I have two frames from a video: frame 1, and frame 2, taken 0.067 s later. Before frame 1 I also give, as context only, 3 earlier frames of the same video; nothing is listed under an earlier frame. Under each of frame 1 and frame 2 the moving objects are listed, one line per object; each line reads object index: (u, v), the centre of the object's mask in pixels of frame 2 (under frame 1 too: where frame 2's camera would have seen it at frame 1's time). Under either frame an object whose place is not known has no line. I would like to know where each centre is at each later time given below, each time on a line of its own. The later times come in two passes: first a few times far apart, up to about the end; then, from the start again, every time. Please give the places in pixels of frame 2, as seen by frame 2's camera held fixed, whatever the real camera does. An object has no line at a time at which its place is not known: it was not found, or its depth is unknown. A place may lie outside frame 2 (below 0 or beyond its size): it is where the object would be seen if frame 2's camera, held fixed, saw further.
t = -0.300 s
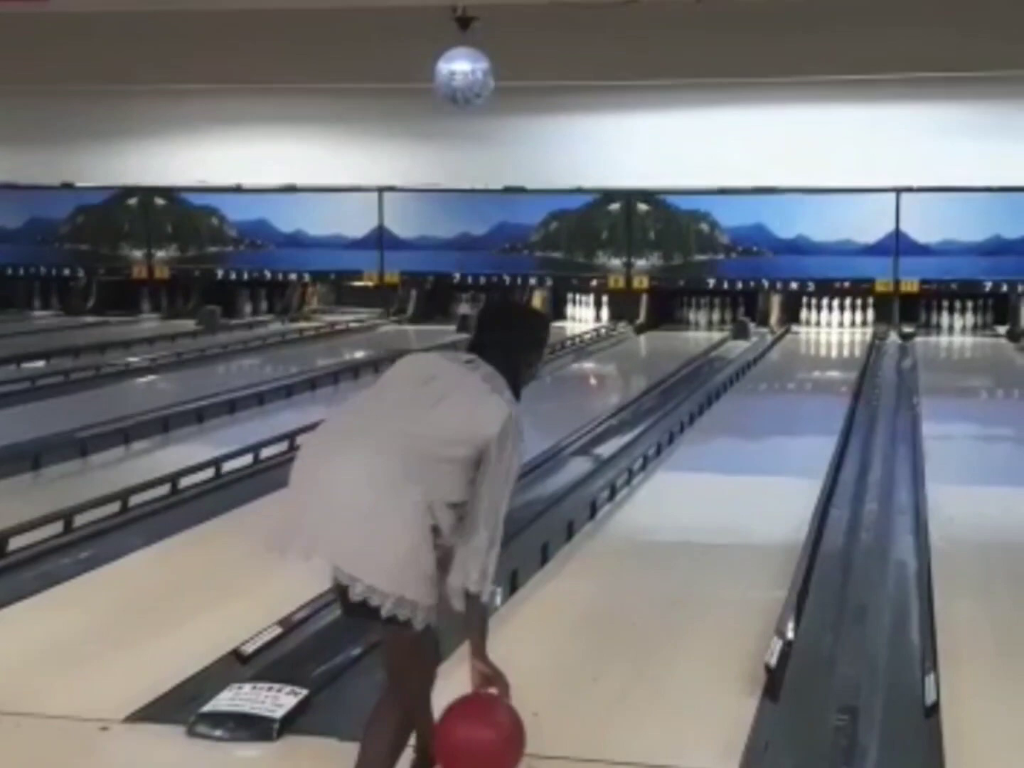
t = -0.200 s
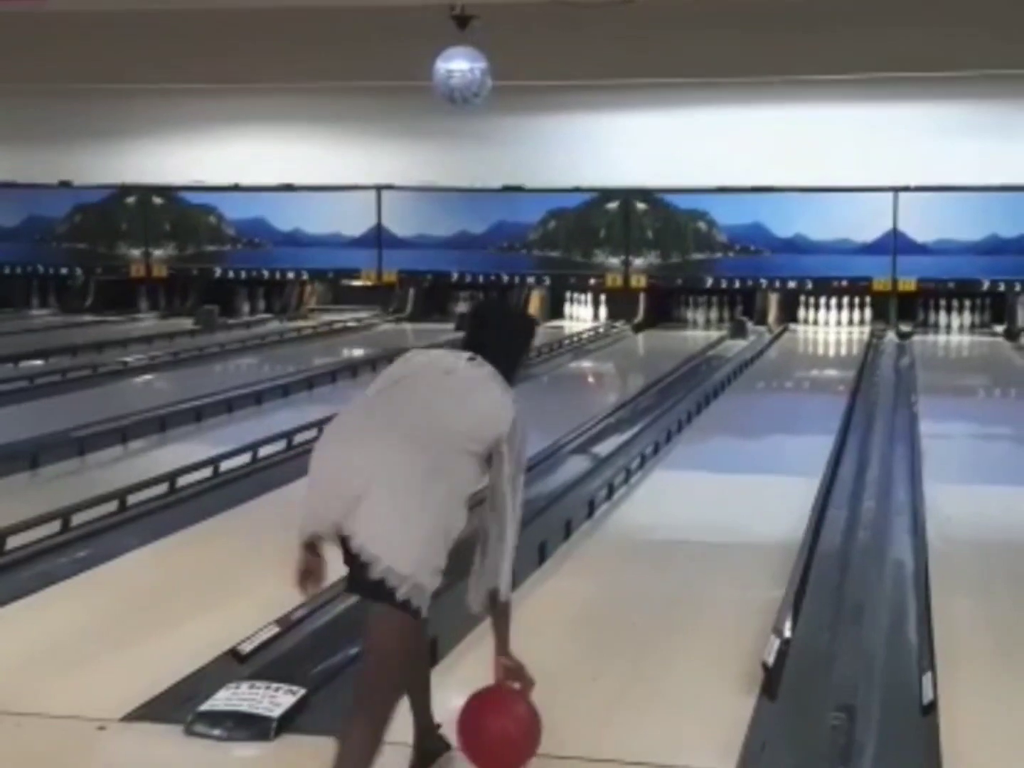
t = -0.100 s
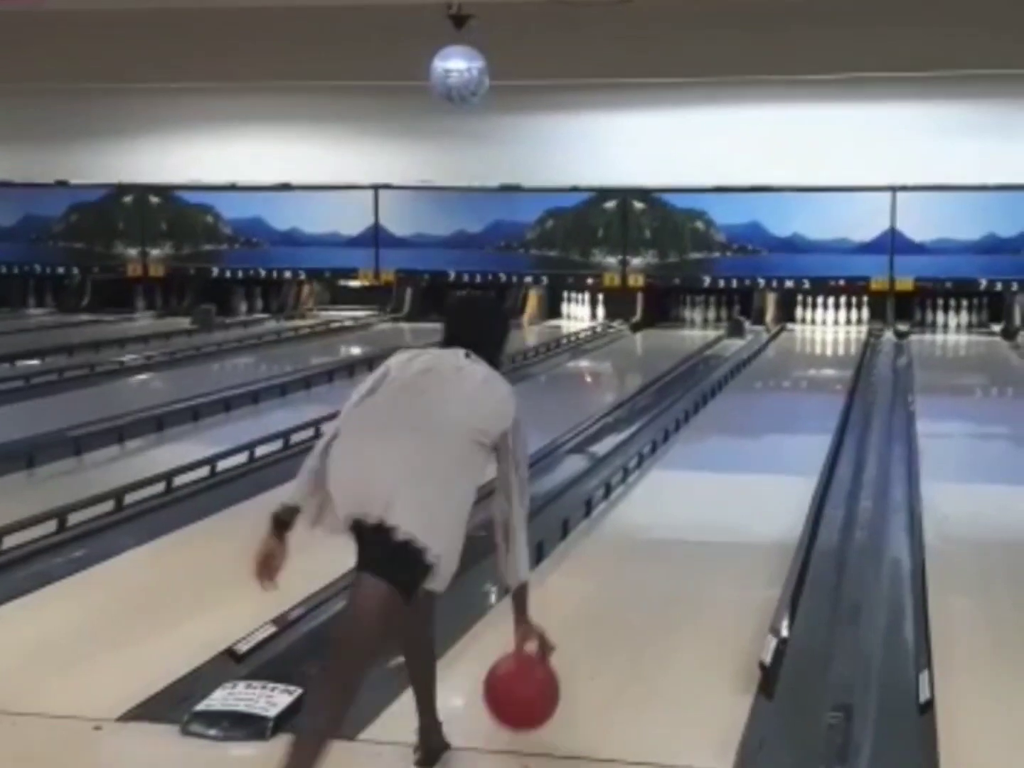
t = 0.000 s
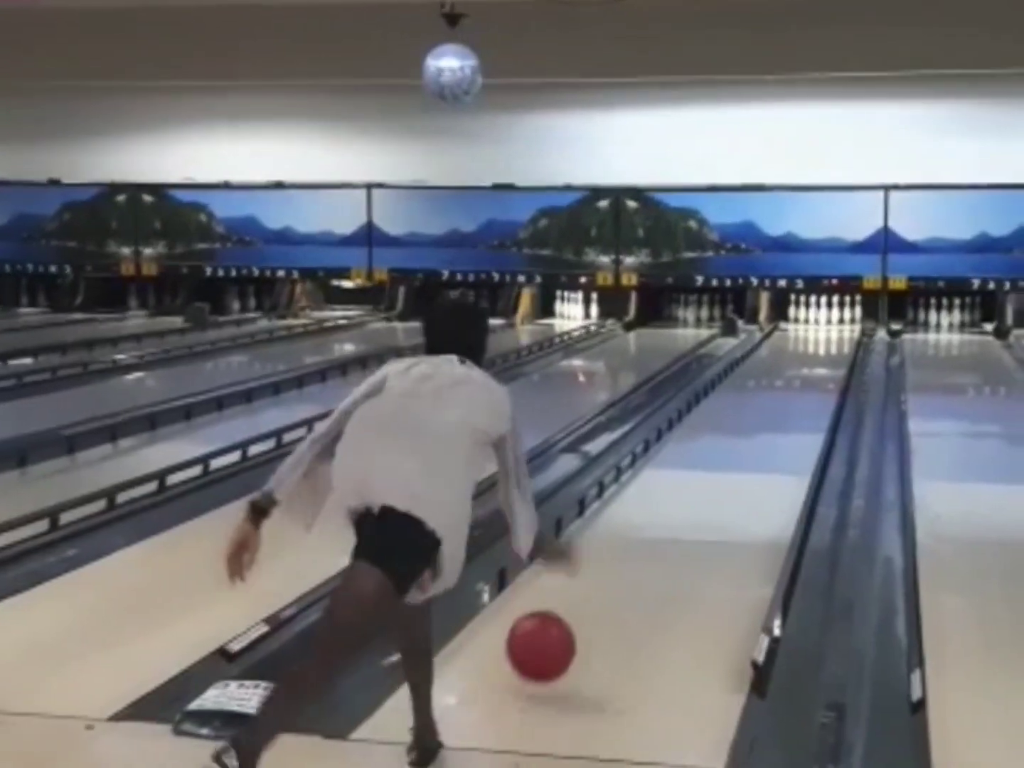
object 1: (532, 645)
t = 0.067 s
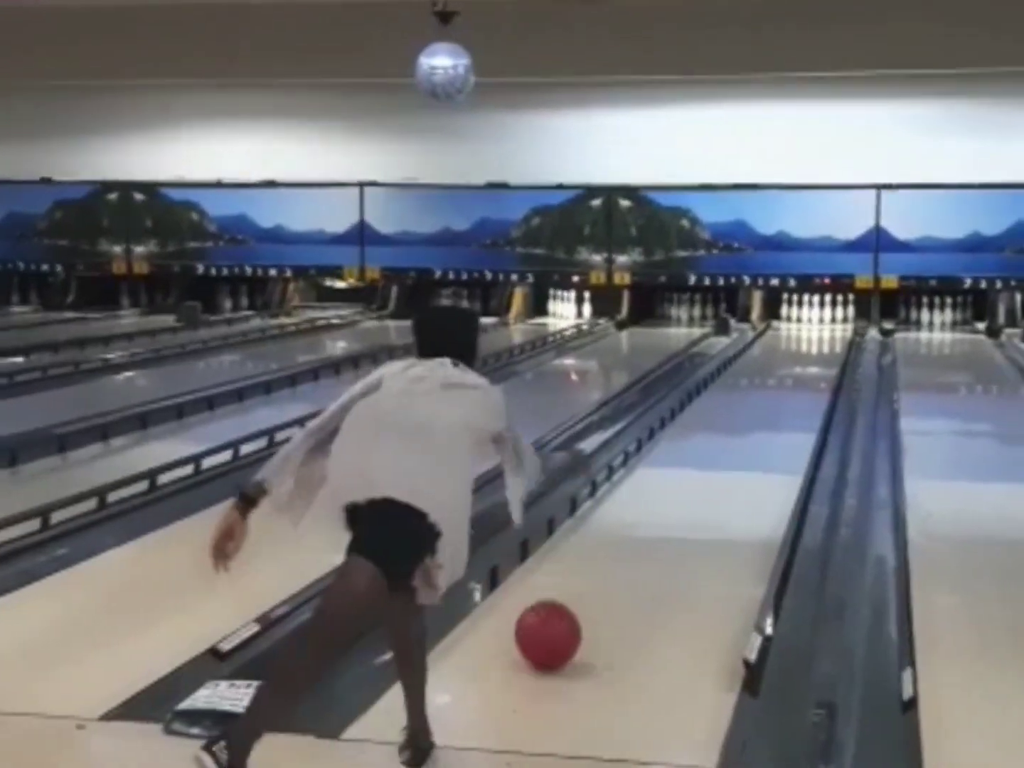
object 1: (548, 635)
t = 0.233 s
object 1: (579, 582)
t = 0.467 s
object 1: (611, 529)
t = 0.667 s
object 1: (631, 495)
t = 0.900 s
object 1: (649, 466)
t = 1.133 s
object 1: (662, 444)
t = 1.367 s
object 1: (673, 425)
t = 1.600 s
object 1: (682, 411)
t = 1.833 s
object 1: (694, 399)
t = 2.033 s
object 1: (705, 390)
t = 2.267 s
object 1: (715, 380)
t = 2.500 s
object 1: (722, 374)
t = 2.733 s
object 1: (729, 367)
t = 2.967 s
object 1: (734, 361)
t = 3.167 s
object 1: (742, 355)
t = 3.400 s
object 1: (747, 350)
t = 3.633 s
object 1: (751, 345)
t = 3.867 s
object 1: (756, 341)
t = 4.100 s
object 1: (762, 336)
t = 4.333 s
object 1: (767, 332)
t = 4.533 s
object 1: (770, 329)
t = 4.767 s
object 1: (775, 324)
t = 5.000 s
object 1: (778, 322)
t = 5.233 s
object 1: (780, 321)
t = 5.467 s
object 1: (784, 318)
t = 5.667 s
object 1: (784, 313)
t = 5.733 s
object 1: (783, 313)
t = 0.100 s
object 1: (554, 622)
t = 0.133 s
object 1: (561, 611)
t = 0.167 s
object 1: (568, 602)
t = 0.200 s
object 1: (574, 592)
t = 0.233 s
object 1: (579, 582)
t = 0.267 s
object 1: (585, 573)
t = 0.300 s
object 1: (590, 565)
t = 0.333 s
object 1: (595, 556)
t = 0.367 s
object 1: (599, 549)
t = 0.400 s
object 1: (603, 542)
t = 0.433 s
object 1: (607, 535)
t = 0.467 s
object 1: (611, 529)
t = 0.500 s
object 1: (614, 522)
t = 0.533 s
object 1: (618, 516)
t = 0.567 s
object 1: (621, 510)
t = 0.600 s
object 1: (624, 505)
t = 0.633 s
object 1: (628, 500)
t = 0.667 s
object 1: (631, 495)
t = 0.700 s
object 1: (633, 490)
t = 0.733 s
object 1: (637, 485)
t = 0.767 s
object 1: (639, 481)
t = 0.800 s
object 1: (642, 477)
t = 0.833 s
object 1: (644, 473)
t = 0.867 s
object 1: (647, 469)
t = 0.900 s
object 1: (649, 466)
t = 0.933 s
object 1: (651, 462)
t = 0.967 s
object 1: (653, 458)
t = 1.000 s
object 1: (655, 456)
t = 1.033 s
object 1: (656, 452)
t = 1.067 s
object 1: (658, 449)
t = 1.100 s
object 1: (660, 447)
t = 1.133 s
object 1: (662, 444)
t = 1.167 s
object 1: (664, 440)
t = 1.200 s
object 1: (665, 437)
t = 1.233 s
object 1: (667, 435)
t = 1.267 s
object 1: (668, 432)
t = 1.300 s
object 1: (670, 430)
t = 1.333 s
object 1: (672, 427)
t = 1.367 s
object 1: (673, 425)
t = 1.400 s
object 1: (675, 423)
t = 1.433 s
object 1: (676, 421)
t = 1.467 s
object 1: (676, 419)
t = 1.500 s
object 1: (677, 417)
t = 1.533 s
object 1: (680, 415)
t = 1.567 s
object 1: (681, 412)
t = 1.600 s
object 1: (682, 411)
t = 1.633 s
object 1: (683, 409)
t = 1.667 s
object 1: (684, 407)
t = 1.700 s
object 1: (685, 405)
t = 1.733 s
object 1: (687, 403)
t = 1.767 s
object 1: (690, 403)
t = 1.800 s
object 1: (692, 400)
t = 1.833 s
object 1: (694, 399)
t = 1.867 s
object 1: (696, 398)
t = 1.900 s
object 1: (698, 396)
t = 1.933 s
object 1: (700, 394)
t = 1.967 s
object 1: (702, 393)
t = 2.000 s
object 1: (703, 391)
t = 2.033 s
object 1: (705, 390)
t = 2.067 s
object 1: (707, 388)
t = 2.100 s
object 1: (708, 387)
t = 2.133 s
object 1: (709, 386)
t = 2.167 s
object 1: (711, 384)
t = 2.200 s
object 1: (712, 383)
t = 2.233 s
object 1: (714, 382)
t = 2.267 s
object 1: (715, 380)
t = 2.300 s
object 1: (716, 380)
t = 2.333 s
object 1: (717, 379)
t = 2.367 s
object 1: (718, 378)
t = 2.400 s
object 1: (720, 377)
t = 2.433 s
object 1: (721, 376)
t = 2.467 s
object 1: (722, 375)
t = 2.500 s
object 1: (722, 374)
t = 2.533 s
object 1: (724, 373)
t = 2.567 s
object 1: (725, 372)
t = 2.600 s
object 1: (726, 370)
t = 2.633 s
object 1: (727, 370)
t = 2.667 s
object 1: (727, 369)
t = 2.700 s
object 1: (728, 368)
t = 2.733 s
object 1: (729, 367)
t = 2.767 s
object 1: (730, 366)
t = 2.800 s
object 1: (731, 365)
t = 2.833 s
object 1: (731, 365)
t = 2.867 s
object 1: (732, 364)
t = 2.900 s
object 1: (733, 362)
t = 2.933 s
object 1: (734, 362)
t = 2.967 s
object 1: (734, 361)
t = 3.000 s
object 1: (737, 360)
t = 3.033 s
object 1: (738, 359)
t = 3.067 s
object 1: (739, 357)
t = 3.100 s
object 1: (740, 357)
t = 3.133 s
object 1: (741, 356)
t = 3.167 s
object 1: (742, 355)
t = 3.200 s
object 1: (743, 355)
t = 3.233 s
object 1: (744, 354)
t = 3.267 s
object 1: (744, 353)
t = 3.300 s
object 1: (745, 353)
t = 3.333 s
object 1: (745, 352)
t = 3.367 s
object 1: (746, 351)
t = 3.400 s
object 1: (747, 350)
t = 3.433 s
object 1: (748, 349)
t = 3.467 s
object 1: (748, 348)
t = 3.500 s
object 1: (749, 348)
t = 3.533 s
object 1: (750, 347)
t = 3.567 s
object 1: (751, 345)
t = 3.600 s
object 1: (751, 345)
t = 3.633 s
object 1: (751, 345)
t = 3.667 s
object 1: (752, 344)
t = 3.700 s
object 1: (753, 343)
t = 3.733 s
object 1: (754, 343)
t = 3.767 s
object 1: (754, 342)
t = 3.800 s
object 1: (755, 341)
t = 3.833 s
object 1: (756, 341)
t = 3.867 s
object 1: (756, 341)
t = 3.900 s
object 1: (757, 340)
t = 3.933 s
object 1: (758, 339)
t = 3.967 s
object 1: (759, 339)
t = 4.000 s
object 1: (760, 338)
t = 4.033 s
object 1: (761, 337)
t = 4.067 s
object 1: (762, 337)
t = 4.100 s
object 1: (762, 336)
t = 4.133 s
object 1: (762, 335)
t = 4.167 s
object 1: (763, 334)
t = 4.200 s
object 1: (764, 334)
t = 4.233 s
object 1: (764, 333)
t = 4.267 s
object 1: (765, 332)
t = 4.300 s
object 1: (766, 332)
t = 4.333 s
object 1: (767, 332)
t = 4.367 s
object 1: (768, 331)
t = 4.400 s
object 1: (768, 330)
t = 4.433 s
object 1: (769, 330)
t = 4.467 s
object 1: (770, 329)
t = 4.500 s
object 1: (770, 329)
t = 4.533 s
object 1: (770, 329)
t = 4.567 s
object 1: (771, 328)
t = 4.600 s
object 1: (771, 327)
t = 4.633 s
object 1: (772, 326)
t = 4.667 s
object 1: (773, 326)
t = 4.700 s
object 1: (773, 326)
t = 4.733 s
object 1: (774, 325)
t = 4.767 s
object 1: (775, 324)
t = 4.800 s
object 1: (776, 324)
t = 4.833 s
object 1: (776, 324)
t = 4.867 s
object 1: (776, 323)
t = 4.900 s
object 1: (777, 323)
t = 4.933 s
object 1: (777, 322)
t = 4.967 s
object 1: (778, 322)
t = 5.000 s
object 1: (778, 322)
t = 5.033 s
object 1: (779, 321)
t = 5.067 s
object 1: (780, 320)
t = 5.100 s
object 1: (780, 321)
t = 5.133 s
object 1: (780, 321)
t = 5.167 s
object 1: (780, 321)
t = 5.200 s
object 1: (780, 321)
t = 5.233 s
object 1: (780, 321)
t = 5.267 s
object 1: (781, 321)
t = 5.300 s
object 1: (781, 321)
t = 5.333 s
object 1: (783, 320)
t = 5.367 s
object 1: (783, 319)
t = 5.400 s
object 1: (783, 317)
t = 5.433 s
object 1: (784, 319)
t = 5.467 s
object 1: (784, 318)
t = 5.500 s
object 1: (786, 316)
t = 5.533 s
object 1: (786, 315)
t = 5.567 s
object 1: (786, 315)
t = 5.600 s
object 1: (785, 314)
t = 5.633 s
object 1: (784, 314)
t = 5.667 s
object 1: (784, 313)
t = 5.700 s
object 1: (783, 313)
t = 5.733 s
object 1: (783, 313)
